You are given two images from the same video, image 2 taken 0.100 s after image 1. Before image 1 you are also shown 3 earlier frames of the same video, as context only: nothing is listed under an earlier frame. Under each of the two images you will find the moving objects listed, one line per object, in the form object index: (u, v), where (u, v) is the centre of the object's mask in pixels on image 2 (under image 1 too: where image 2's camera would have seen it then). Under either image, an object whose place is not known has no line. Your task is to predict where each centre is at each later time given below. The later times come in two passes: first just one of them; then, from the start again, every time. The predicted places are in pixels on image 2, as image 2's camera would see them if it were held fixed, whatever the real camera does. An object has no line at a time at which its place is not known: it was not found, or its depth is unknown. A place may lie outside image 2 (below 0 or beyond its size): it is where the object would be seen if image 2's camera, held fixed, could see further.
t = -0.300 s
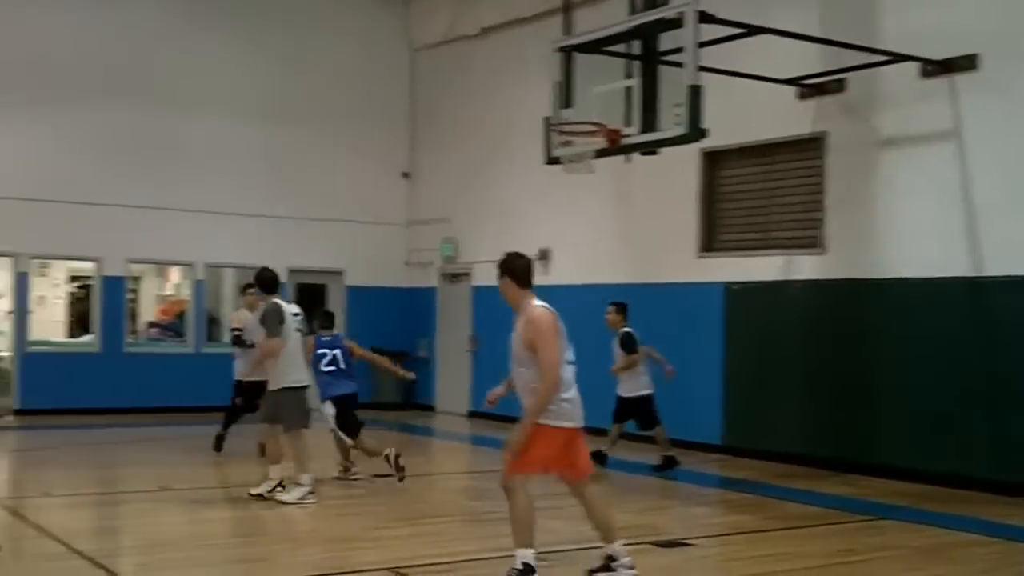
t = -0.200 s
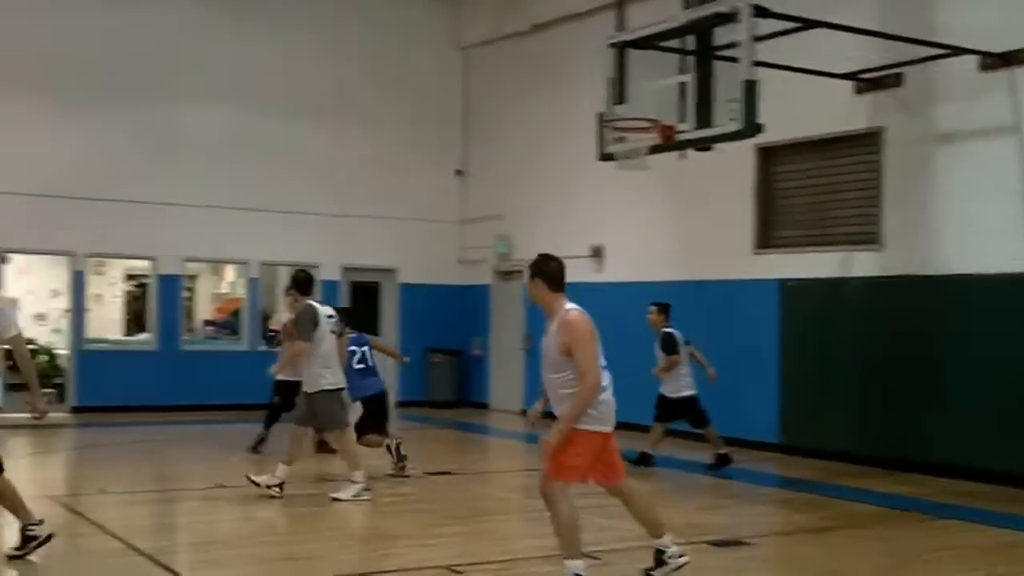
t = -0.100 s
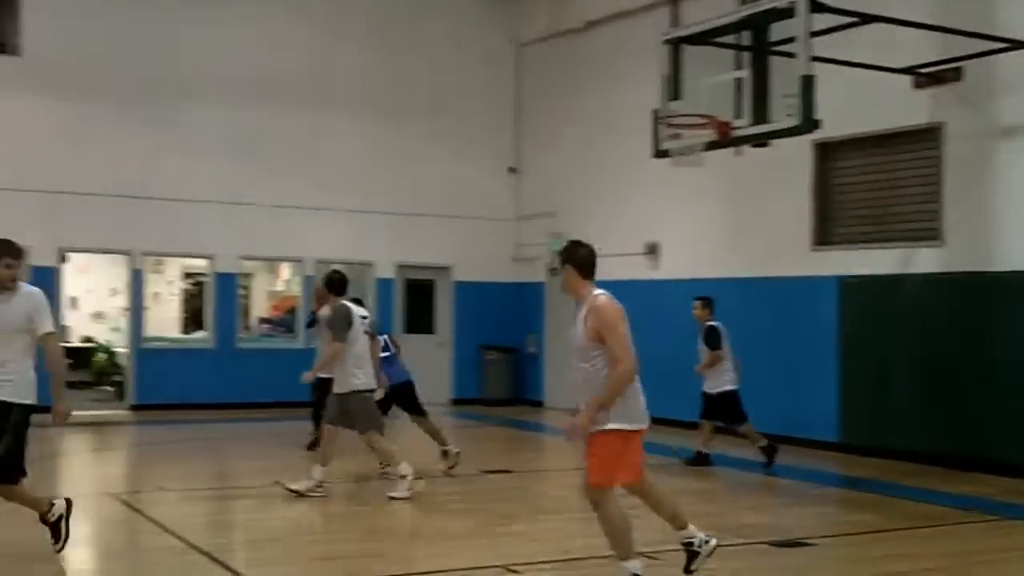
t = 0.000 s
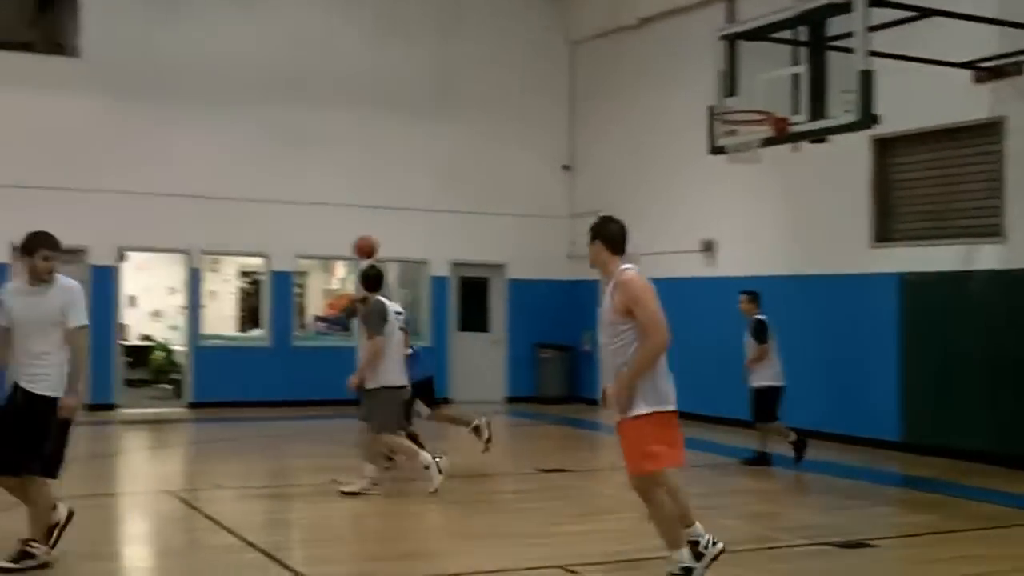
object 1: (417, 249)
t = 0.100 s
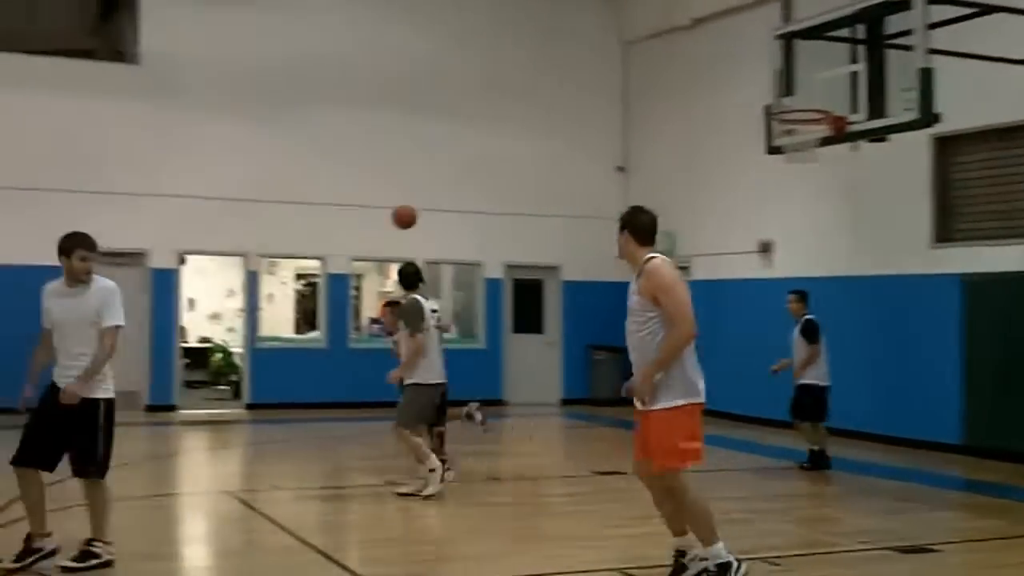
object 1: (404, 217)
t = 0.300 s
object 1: (372, 178)
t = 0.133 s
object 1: (399, 208)
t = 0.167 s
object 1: (394, 200)
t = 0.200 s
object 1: (388, 193)
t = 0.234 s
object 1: (383, 188)
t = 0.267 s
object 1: (377, 182)
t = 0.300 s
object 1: (372, 178)
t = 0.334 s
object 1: (365, 175)
